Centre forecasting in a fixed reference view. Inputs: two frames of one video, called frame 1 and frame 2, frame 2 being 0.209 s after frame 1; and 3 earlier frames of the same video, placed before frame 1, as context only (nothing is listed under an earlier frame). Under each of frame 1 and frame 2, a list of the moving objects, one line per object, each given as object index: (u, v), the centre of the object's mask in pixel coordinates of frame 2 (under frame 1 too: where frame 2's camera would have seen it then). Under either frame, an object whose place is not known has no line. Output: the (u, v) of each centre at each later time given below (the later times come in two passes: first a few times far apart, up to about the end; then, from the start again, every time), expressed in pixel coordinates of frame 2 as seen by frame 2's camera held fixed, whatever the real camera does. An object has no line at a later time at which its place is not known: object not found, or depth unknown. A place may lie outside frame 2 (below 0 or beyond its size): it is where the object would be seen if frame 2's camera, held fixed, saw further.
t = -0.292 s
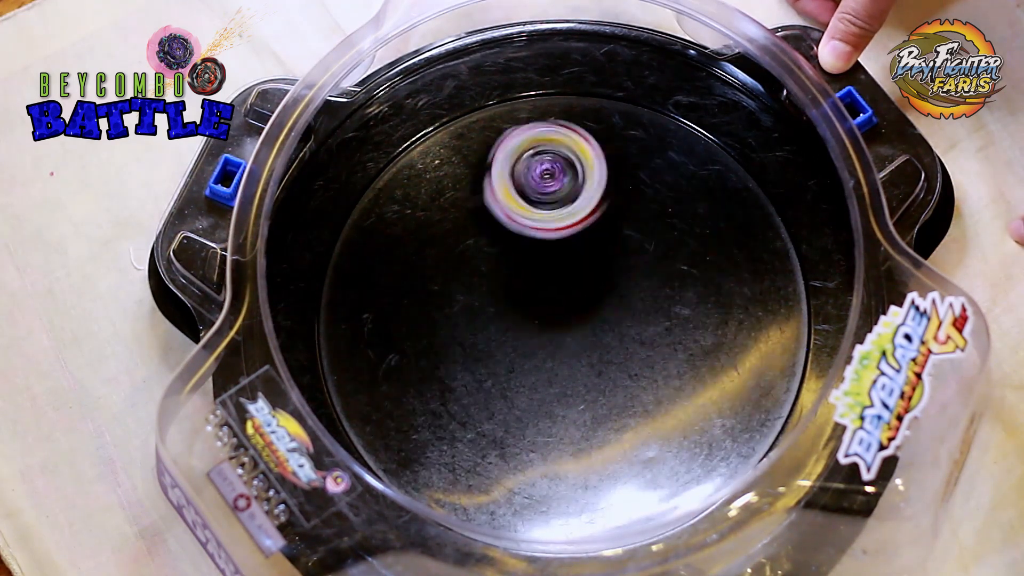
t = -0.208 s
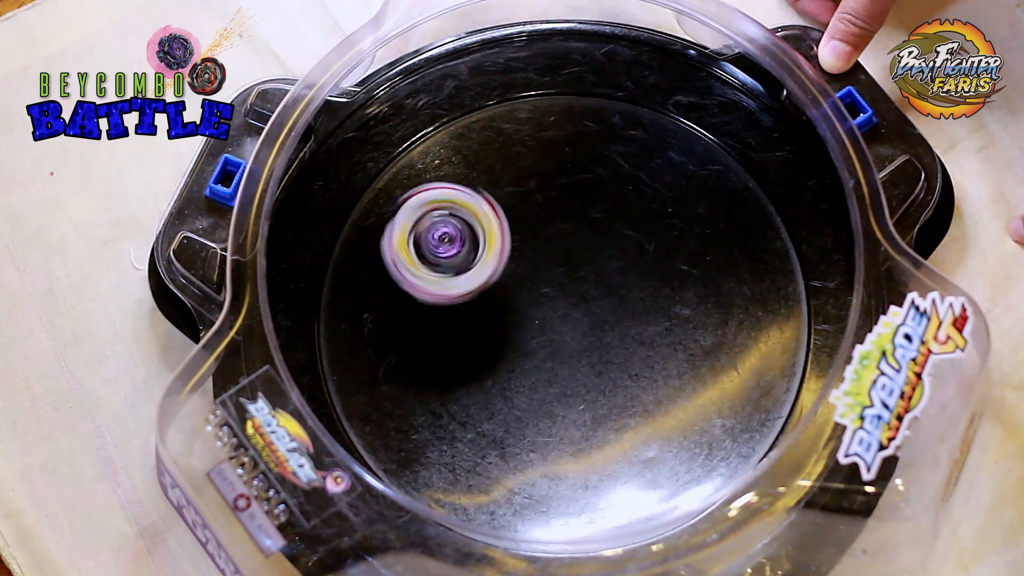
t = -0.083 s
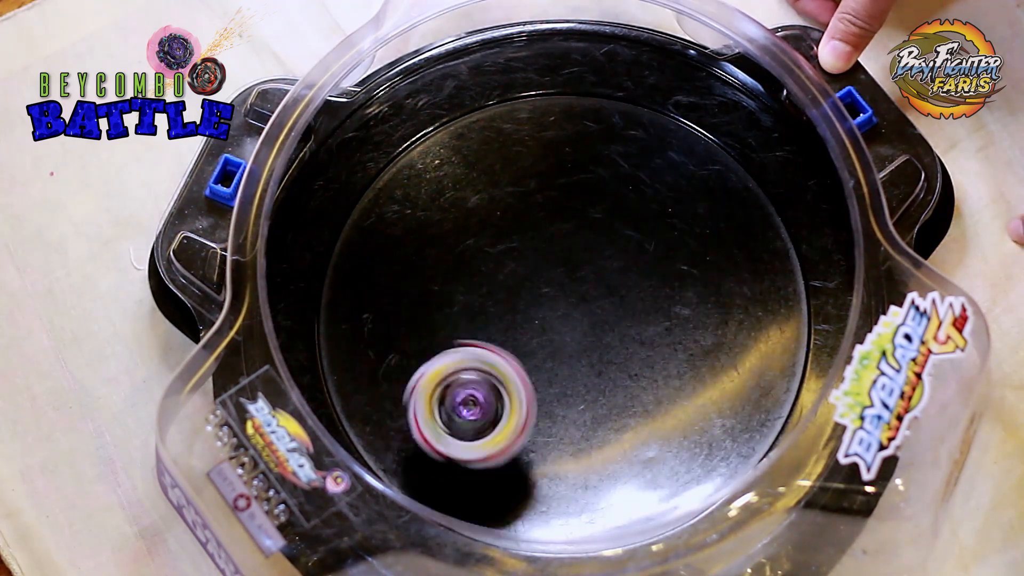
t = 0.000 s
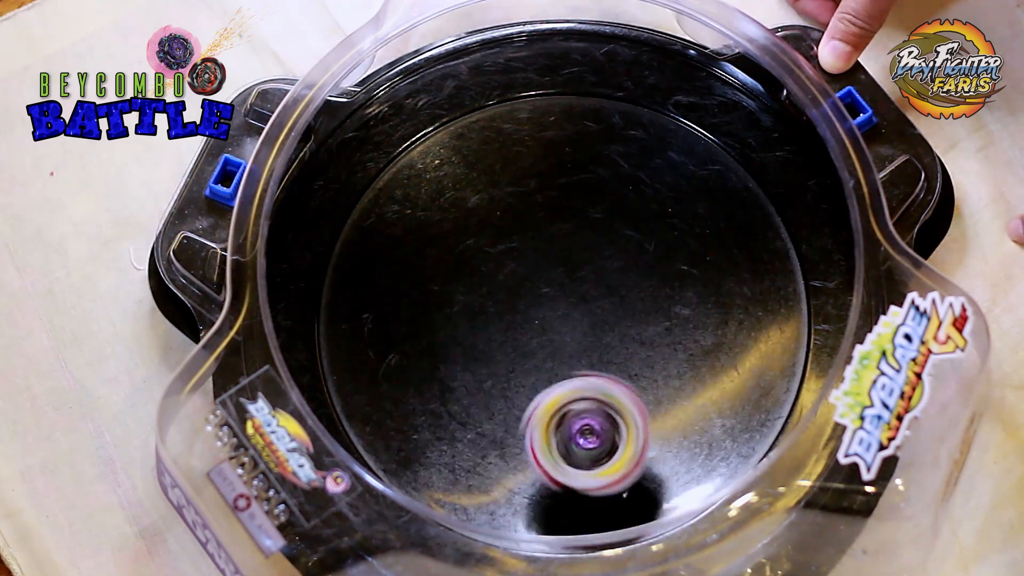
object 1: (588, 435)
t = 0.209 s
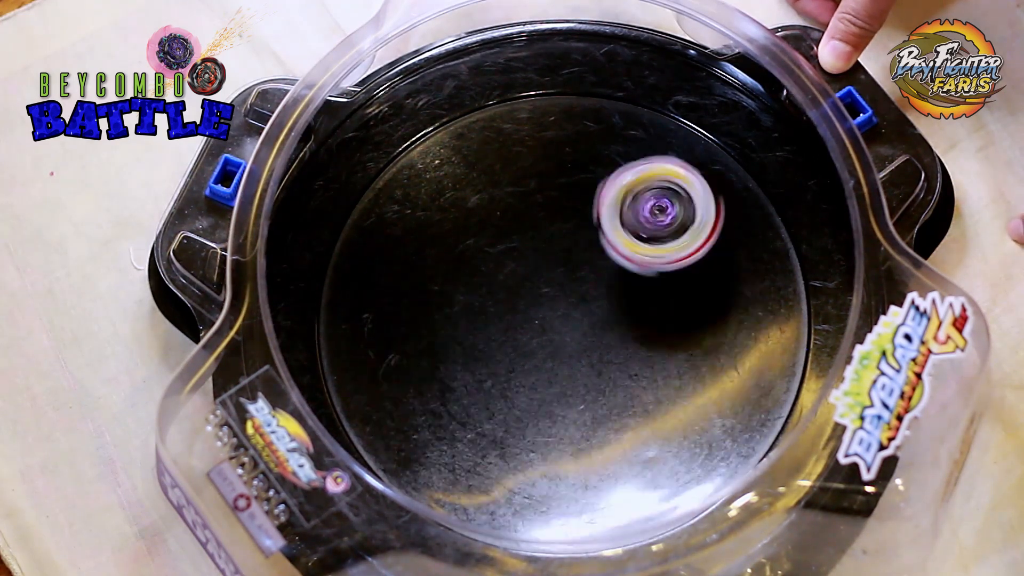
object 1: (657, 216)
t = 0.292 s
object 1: (550, 183)
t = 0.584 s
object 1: (582, 429)
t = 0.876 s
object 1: (553, 187)
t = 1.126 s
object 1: (521, 423)
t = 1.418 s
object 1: (612, 198)
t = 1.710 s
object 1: (515, 416)
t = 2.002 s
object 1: (621, 207)
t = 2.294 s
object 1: (501, 406)
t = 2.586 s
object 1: (634, 218)
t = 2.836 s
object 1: (457, 356)
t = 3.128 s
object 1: (669, 271)
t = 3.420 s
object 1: (456, 337)
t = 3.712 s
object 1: (672, 288)
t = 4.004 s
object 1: (456, 320)
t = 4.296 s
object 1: (669, 308)
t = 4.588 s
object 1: (462, 297)
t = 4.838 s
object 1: (646, 365)
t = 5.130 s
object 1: (492, 244)
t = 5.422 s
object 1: (629, 380)
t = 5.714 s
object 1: (513, 233)
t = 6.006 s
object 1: (604, 389)
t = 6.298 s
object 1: (547, 226)
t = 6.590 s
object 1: (558, 391)
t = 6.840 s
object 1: (617, 256)
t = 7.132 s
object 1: (501, 344)
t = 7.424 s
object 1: (632, 295)
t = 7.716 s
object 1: (505, 294)
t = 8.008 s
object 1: (582, 357)
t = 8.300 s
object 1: (606, 304)
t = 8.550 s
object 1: (591, 285)
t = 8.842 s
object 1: (578, 277)
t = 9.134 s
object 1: (564, 280)
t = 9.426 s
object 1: (549, 288)
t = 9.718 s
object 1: (539, 296)
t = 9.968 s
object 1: (537, 303)
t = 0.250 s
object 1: (608, 188)
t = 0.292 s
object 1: (550, 183)
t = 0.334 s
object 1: (495, 201)
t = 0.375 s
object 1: (453, 240)
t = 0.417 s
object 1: (433, 293)
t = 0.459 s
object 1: (438, 350)
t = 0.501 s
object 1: (471, 396)
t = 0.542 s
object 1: (522, 425)
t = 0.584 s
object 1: (582, 429)
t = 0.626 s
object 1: (637, 410)
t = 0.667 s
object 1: (678, 369)
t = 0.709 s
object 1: (695, 317)
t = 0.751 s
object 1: (686, 264)
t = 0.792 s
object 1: (657, 221)
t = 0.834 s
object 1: (610, 193)
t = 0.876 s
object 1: (553, 187)
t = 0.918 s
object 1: (498, 204)
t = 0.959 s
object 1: (456, 243)
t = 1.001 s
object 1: (436, 295)
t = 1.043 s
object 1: (442, 350)
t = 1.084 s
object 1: (473, 395)
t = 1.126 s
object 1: (521, 423)
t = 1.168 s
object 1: (578, 429)
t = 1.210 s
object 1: (634, 409)
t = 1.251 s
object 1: (672, 370)
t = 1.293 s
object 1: (690, 321)
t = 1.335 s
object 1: (684, 268)
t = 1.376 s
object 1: (655, 226)
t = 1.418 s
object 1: (612, 198)
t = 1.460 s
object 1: (557, 189)
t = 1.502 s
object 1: (504, 204)
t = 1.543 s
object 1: (463, 239)
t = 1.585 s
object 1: (441, 287)
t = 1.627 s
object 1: (442, 342)
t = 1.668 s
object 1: (470, 387)
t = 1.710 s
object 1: (515, 416)
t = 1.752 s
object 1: (568, 426)
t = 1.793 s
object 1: (622, 412)
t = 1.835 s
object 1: (662, 379)
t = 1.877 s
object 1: (685, 331)
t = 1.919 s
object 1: (684, 282)
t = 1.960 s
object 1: (662, 237)
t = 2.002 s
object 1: (621, 207)
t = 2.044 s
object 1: (572, 194)
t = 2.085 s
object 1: (519, 203)
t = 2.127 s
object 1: (476, 231)
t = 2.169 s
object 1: (447, 275)
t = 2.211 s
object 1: (444, 326)
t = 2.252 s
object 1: (461, 372)
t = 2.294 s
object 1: (501, 406)
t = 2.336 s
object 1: (550, 421)
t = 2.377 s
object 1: (604, 415)
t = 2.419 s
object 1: (647, 388)
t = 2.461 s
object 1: (675, 346)
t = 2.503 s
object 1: (682, 299)
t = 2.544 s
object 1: (667, 253)
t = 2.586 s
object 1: (634, 218)
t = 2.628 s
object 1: (588, 201)
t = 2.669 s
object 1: (537, 201)
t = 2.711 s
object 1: (492, 223)
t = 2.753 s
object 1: (460, 261)
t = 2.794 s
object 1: (449, 308)
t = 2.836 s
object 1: (457, 356)
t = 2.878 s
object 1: (490, 393)
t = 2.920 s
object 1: (536, 415)
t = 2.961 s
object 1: (585, 414)
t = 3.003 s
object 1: (632, 397)
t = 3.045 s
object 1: (665, 361)
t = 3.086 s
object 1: (677, 316)
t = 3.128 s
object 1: (669, 271)
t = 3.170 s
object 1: (645, 233)
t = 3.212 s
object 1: (603, 210)
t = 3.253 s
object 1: (555, 205)
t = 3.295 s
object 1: (509, 216)
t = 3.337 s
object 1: (473, 248)
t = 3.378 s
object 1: (454, 292)
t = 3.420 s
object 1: (456, 337)
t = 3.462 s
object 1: (480, 377)
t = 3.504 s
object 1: (519, 405)
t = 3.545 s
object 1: (566, 412)
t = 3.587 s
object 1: (613, 402)
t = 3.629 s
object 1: (651, 372)
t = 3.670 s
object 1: (671, 331)
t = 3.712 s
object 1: (672, 288)
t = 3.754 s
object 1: (652, 249)
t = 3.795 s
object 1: (617, 221)
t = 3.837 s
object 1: (573, 208)
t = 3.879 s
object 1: (527, 214)
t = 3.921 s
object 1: (490, 238)
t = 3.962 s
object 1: (464, 275)
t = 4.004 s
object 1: (456, 320)
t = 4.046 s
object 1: (471, 360)
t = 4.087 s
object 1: (503, 392)
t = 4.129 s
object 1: (548, 408)
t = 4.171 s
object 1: (593, 405)
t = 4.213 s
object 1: (634, 385)
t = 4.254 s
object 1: (660, 349)
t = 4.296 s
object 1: (669, 308)
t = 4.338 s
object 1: (659, 267)
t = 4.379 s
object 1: (632, 235)
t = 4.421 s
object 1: (593, 216)
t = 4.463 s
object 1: (548, 214)
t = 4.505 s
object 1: (507, 227)
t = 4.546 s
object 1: (476, 258)
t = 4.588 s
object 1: (462, 297)
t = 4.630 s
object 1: (465, 340)
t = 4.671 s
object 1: (490, 375)
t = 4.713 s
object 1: (527, 399)
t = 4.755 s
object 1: (571, 405)
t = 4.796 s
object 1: (614, 394)
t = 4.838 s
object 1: (646, 365)
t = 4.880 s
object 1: (663, 328)
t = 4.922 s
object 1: (662, 287)
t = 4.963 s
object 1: (643, 251)
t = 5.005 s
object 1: (611, 226)
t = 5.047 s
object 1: (569, 216)
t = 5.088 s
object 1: (527, 221)
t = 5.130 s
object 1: (492, 244)
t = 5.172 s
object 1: (470, 278)
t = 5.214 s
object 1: (464, 319)
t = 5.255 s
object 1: (477, 356)
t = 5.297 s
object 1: (506, 386)
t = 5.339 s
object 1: (547, 401)
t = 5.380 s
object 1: (592, 399)
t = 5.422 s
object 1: (629, 380)
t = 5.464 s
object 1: (653, 347)
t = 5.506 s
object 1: (661, 308)
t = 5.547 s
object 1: (652, 271)
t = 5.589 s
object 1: (626, 241)
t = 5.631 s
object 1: (591, 223)
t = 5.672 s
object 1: (551, 221)
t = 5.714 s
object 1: (513, 233)
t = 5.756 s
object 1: (484, 260)
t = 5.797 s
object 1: (469, 296)
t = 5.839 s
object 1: (471, 334)
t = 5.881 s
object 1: (490, 368)
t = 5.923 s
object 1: (524, 391)
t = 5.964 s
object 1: (565, 399)
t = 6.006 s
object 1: (604, 389)
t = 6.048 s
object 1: (635, 366)
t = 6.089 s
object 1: (652, 334)
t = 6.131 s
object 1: (657, 297)
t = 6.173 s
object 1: (644, 264)
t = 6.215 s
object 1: (618, 238)
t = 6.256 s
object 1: (584, 225)
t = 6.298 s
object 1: (547, 226)
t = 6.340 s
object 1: (515, 239)
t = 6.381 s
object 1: (490, 264)
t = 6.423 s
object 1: (477, 298)
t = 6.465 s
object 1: (480, 333)
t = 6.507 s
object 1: (498, 362)
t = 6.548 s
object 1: (526, 383)
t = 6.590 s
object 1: (558, 391)
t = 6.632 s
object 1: (595, 385)
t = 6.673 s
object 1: (622, 367)
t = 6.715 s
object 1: (639, 340)
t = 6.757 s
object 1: (646, 309)
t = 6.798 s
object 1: (637, 280)
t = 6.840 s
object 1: (617, 256)
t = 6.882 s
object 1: (592, 240)
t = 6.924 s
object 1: (559, 236)
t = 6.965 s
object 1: (529, 244)
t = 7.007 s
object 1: (507, 262)
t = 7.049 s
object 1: (491, 289)
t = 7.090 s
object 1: (490, 319)
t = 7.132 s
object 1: (501, 344)
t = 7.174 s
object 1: (522, 367)
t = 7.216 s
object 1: (551, 378)
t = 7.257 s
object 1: (580, 376)
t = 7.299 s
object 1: (608, 367)
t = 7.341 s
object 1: (625, 347)
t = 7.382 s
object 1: (634, 322)
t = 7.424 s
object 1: (632, 295)
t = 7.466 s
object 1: (620, 274)
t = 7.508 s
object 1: (599, 257)
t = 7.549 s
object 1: (574, 250)
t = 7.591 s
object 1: (552, 250)
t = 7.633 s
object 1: (529, 261)
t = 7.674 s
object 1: (514, 275)
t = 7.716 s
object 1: (505, 294)
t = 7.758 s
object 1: (506, 314)
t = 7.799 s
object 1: (510, 333)
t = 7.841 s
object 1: (522, 347)
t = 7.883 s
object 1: (537, 357)
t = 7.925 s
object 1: (554, 360)
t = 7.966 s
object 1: (570, 362)
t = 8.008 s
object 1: (582, 357)
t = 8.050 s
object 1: (592, 352)
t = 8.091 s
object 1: (601, 345)
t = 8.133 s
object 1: (609, 337)
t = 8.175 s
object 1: (610, 327)
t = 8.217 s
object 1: (611, 317)
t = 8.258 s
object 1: (609, 309)
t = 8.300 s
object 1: (606, 304)
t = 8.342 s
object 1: (605, 299)
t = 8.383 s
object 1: (603, 296)
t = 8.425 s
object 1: (601, 293)
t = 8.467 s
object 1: (598, 291)
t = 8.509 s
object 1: (594, 288)
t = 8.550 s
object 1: (591, 285)
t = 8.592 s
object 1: (589, 283)
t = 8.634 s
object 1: (588, 282)
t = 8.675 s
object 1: (585, 281)
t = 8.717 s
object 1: (582, 281)
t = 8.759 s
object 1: (580, 278)
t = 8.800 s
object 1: (578, 278)
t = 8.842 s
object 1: (578, 277)
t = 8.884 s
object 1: (575, 277)
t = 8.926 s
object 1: (573, 278)
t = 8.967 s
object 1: (571, 277)
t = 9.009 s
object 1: (568, 277)
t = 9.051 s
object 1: (568, 278)
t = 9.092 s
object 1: (566, 279)
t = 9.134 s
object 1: (564, 280)
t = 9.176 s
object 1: (561, 281)
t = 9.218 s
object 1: (559, 282)
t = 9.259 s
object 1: (558, 282)
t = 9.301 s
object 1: (556, 283)
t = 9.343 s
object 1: (555, 286)
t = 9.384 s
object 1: (552, 286)
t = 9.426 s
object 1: (549, 288)
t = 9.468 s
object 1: (548, 288)
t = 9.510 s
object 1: (546, 289)
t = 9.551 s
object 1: (546, 291)
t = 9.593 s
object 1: (544, 292)
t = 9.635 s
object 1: (542, 295)
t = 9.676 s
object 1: (540, 294)
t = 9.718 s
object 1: (539, 296)
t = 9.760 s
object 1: (540, 296)
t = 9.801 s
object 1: (538, 298)
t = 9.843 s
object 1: (539, 300)
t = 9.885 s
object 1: (537, 301)
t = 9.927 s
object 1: (536, 303)
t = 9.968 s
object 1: (537, 303)
